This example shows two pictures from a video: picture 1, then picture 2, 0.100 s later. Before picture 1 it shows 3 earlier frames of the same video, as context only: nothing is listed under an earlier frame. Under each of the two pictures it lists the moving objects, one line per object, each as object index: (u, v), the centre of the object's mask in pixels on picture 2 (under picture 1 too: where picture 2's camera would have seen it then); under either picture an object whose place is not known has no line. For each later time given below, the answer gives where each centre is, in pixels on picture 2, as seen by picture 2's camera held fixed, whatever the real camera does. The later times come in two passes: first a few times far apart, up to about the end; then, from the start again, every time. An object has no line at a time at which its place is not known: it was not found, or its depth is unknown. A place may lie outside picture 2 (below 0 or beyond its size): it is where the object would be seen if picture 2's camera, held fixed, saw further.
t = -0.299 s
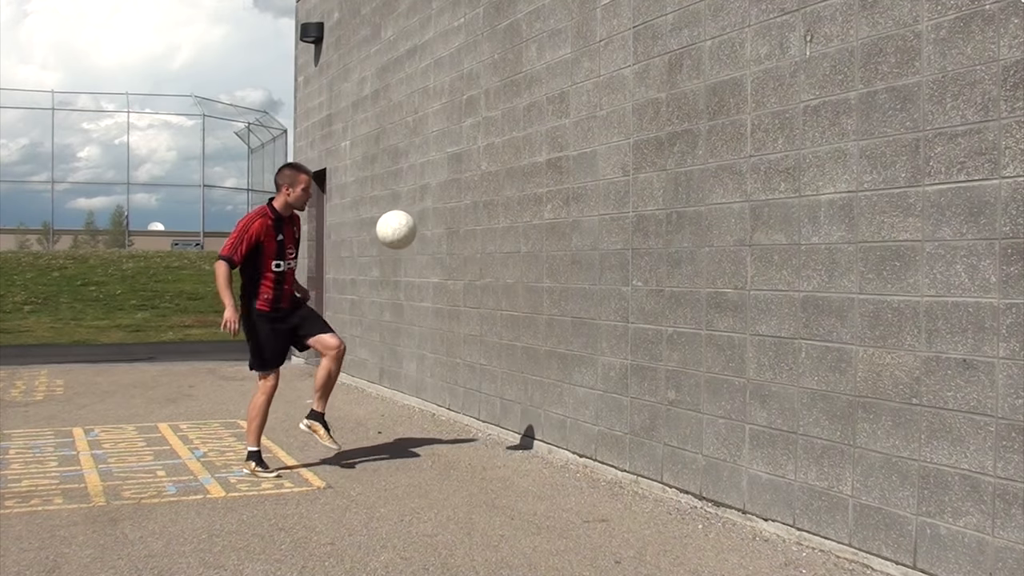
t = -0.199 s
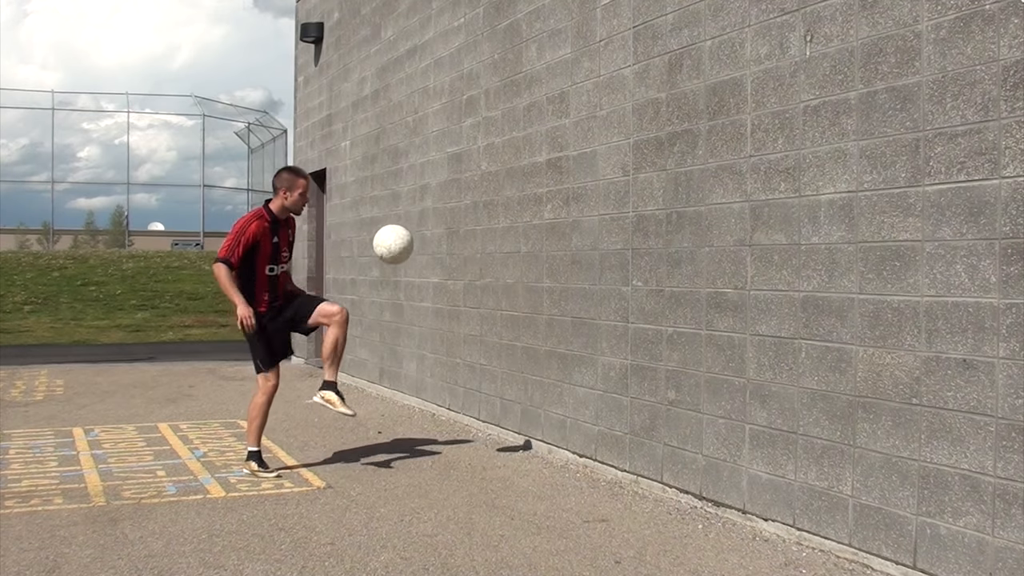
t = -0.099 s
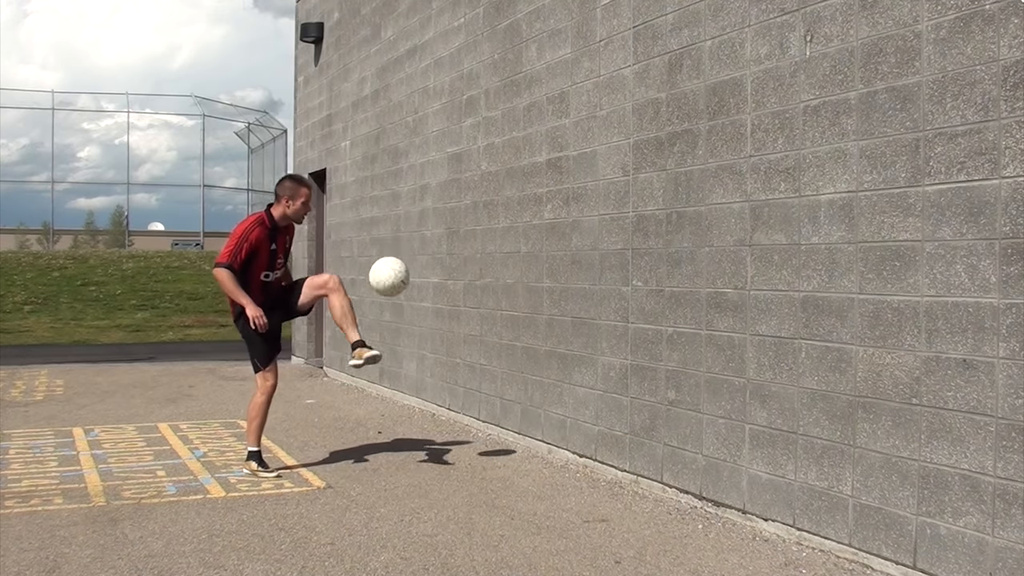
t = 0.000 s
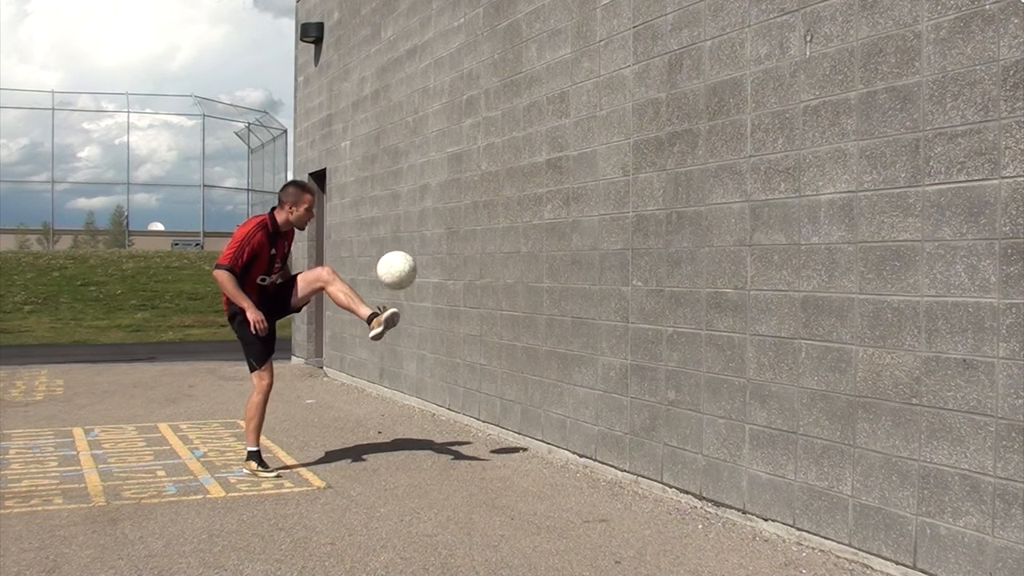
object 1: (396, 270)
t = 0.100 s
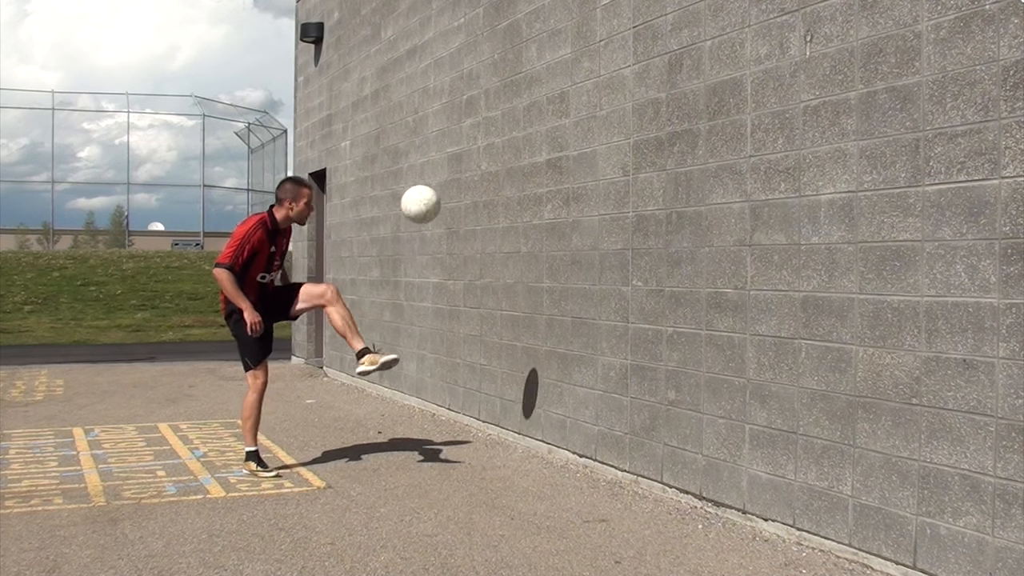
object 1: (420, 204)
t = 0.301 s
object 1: (465, 126)
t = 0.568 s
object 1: (519, 127)
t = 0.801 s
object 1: (508, 192)
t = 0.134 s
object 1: (428, 186)
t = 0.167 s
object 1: (436, 170)
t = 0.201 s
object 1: (443, 156)
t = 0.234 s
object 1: (451, 144)
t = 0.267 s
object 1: (458, 134)
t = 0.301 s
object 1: (465, 126)
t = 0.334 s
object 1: (472, 120)
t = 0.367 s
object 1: (479, 116)
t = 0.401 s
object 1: (486, 113)
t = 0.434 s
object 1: (493, 112)
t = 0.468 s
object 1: (499, 113)
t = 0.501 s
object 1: (506, 116)
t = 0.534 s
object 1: (512, 121)
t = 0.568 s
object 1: (519, 127)
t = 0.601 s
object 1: (525, 134)
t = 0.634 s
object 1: (532, 144)
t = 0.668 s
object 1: (536, 154)
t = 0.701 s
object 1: (529, 161)
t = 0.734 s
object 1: (522, 169)
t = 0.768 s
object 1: (515, 180)
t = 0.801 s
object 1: (508, 192)
